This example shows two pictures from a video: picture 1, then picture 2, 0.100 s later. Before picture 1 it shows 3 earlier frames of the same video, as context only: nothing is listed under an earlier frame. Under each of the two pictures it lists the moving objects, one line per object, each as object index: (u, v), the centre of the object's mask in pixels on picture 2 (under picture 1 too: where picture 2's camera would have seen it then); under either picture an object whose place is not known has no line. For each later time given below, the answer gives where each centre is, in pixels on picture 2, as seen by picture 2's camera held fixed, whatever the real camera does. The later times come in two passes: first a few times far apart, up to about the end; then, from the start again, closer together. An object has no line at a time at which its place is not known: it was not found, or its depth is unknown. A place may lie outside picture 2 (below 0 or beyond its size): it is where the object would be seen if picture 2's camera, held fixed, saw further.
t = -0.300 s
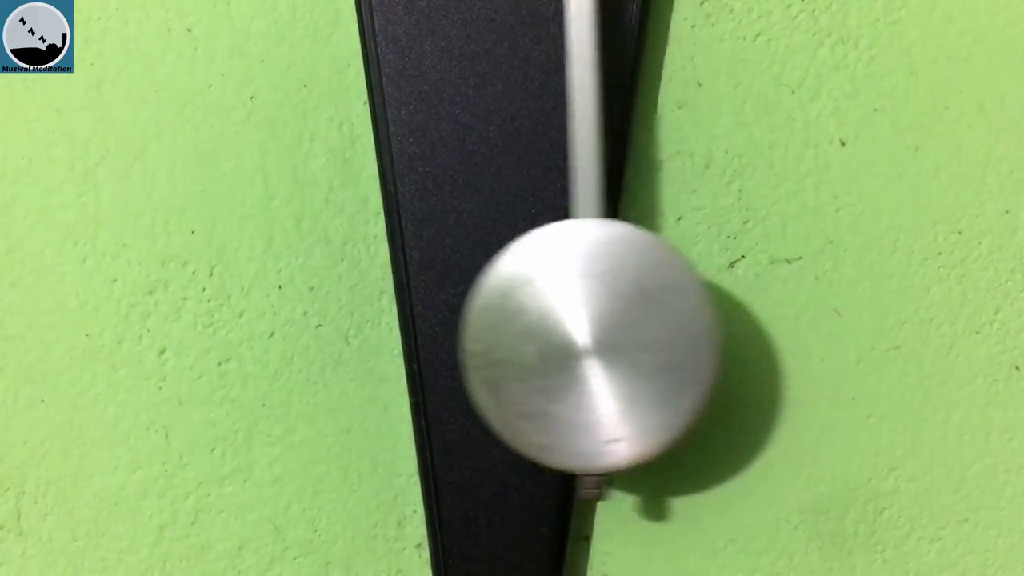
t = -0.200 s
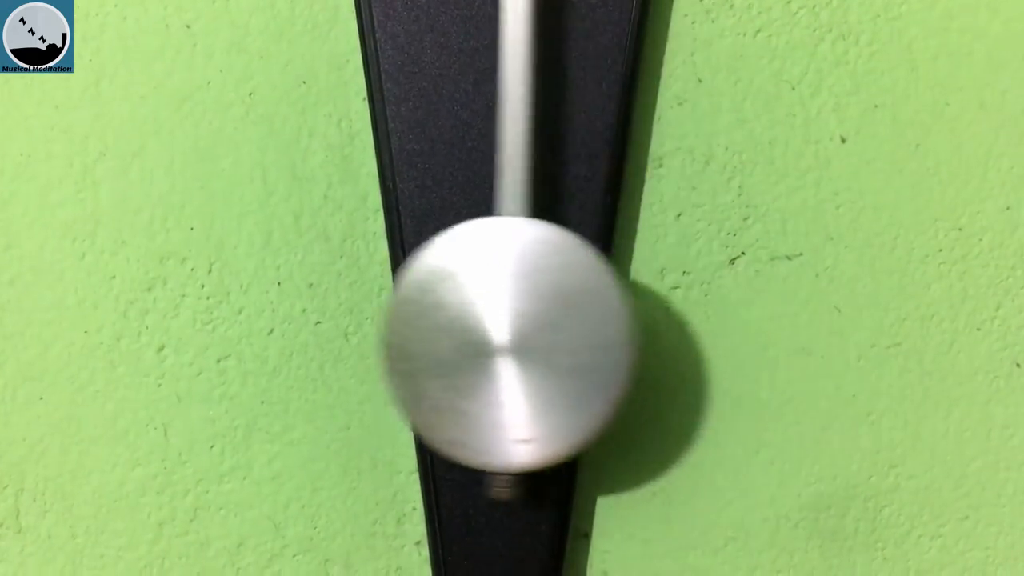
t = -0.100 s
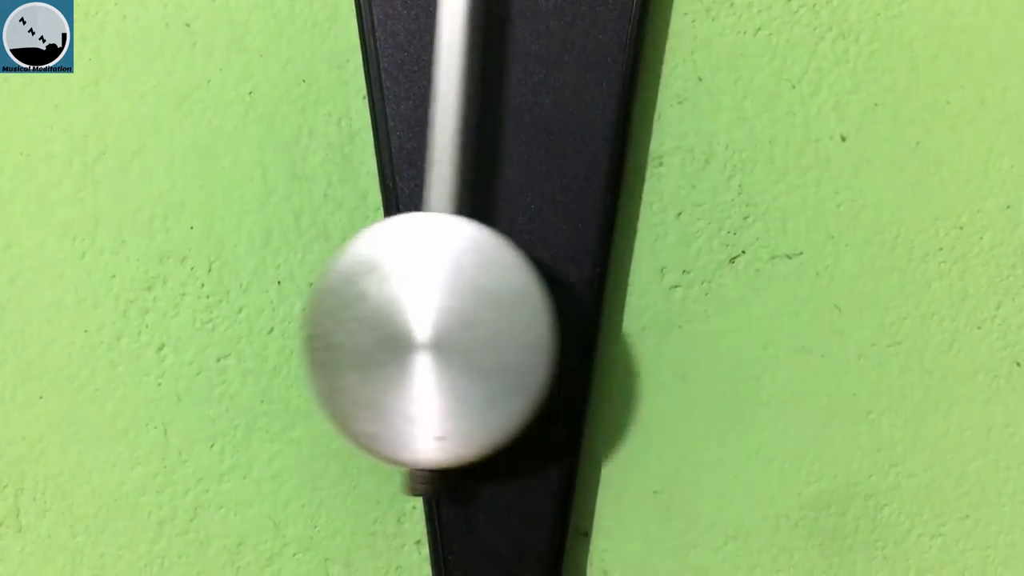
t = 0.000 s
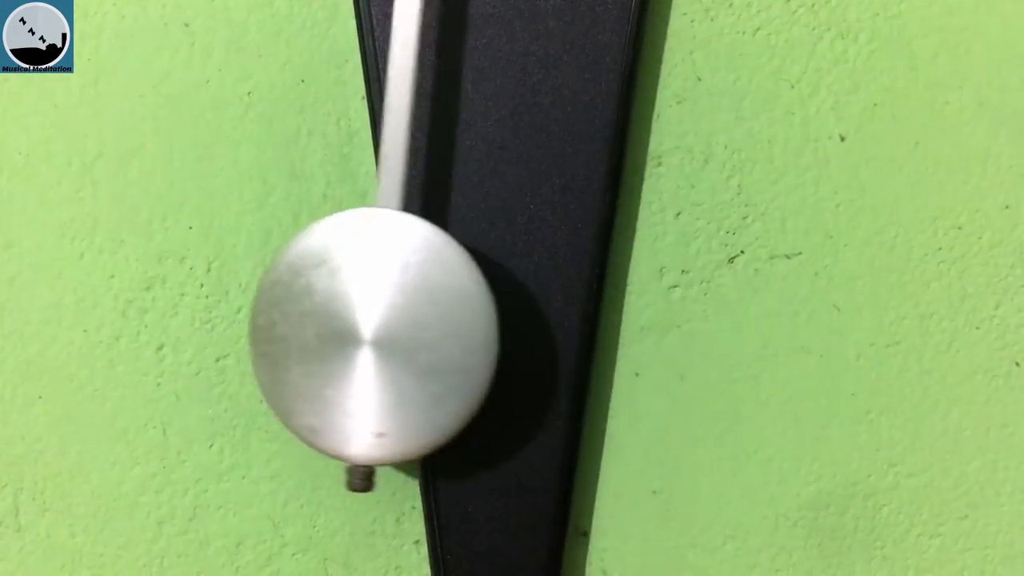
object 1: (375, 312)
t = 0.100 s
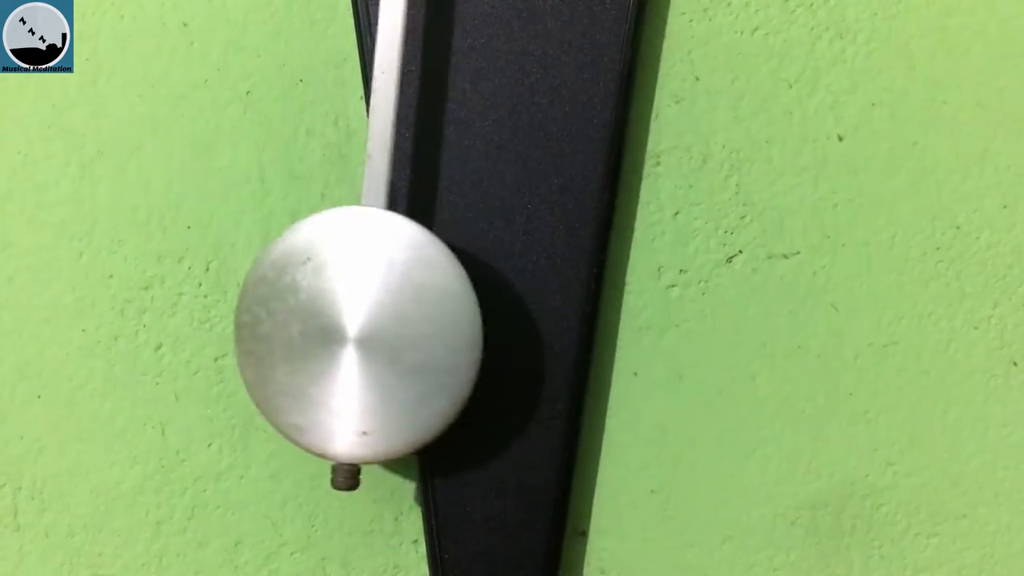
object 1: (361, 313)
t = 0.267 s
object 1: (434, 311)
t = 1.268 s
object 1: (362, 311)
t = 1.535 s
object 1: (510, 310)
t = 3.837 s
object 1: (470, 309)
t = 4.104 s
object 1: (653, 311)
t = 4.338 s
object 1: (626, 312)
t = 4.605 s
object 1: (432, 312)
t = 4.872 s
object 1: (394, 310)
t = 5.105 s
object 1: (548, 315)
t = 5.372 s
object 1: (668, 316)
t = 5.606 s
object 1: (554, 314)
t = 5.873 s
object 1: (382, 314)
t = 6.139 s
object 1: (442, 316)
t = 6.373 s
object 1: (613, 315)
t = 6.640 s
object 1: (641, 315)
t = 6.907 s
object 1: (460, 313)
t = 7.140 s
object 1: (376, 316)
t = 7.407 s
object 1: (516, 317)
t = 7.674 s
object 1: (661, 317)
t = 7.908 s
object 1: (584, 318)
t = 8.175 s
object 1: (404, 317)
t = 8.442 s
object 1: (418, 319)
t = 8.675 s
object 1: (581, 317)
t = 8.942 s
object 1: (654, 315)
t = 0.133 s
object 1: (367, 313)
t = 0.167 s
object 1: (377, 313)
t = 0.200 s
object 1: (393, 313)
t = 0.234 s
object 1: (412, 312)
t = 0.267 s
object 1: (434, 311)
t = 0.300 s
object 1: (459, 313)
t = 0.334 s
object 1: (486, 313)
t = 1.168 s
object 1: (379, 311)
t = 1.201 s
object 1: (368, 310)
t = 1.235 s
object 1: (363, 311)
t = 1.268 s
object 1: (362, 311)
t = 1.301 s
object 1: (367, 310)
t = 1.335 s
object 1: (377, 311)
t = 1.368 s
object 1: (391, 310)
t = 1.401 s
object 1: (410, 311)
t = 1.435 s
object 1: (433, 309)
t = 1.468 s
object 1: (457, 310)
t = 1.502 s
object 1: (482, 311)
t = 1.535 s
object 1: (510, 310)
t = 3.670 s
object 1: (372, 311)
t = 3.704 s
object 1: (384, 311)
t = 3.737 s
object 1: (400, 311)
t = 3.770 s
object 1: (421, 311)
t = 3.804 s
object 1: (444, 310)
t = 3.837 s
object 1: (470, 309)
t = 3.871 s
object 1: (496, 310)
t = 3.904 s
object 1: (521, 310)
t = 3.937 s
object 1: (548, 311)
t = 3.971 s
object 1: (573, 310)
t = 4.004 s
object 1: (597, 310)
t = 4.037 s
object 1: (619, 311)
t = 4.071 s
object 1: (637, 310)
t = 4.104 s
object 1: (653, 311)
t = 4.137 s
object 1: (663, 311)
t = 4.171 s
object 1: (669, 311)
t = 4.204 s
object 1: (670, 311)
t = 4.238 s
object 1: (666, 311)
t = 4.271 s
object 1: (657, 312)
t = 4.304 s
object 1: (643, 312)
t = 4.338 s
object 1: (626, 312)
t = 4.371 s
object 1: (604, 313)
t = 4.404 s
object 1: (581, 312)
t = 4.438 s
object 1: (556, 313)
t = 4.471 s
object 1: (530, 313)
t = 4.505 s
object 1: (506, 312)
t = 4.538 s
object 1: (479, 312)
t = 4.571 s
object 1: (455, 312)
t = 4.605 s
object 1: (432, 312)
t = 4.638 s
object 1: (412, 312)
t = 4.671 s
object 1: (395, 313)
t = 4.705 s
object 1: (383, 313)
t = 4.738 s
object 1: (376, 313)
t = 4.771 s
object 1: (373, 312)
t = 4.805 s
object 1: (375, 312)
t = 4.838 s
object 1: (382, 312)
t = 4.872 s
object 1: (394, 310)
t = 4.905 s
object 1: (409, 310)
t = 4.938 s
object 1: (428, 311)
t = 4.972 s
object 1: (450, 311)
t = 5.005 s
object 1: (473, 313)
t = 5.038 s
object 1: (498, 313)
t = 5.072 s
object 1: (523, 314)
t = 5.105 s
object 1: (548, 315)
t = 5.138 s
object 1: (573, 315)
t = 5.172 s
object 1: (597, 315)
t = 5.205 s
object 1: (618, 315)
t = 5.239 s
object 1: (637, 315)
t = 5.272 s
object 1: (651, 316)
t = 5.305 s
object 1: (661, 316)
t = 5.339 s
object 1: (667, 316)
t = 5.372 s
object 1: (668, 316)
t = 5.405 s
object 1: (664, 316)
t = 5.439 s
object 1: (654, 316)
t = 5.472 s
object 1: (641, 316)
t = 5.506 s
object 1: (623, 315)
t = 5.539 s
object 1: (603, 314)
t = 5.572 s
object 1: (579, 315)
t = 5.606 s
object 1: (554, 314)
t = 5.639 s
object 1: (529, 314)
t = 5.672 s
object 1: (505, 313)
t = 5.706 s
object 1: (480, 313)
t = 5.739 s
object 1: (456, 313)
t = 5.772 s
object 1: (433, 312)
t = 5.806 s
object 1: (413, 310)
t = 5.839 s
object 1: (396, 314)
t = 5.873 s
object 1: (382, 314)
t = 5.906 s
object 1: (374, 315)
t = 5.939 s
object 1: (370, 315)
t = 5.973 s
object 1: (370, 314)
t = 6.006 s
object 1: (376, 315)
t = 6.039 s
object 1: (387, 315)
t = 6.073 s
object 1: (401, 315)
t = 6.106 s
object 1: (420, 316)
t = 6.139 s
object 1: (442, 316)
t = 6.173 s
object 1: (466, 316)
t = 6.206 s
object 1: (491, 317)
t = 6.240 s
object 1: (517, 316)
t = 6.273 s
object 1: (542, 317)
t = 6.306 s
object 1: (568, 315)
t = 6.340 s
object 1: (591, 315)
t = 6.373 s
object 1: (613, 315)
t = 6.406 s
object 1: (632, 315)
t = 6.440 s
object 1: (647, 315)
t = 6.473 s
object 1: (658, 314)
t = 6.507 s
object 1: (664, 314)
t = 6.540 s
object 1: (665, 314)
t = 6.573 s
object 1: (662, 314)
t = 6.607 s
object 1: (654, 314)
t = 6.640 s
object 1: (641, 315)
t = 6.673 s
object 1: (625, 314)
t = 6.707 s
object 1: (605, 314)
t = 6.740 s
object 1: (583, 314)
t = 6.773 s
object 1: (559, 315)
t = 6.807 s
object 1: (533, 315)
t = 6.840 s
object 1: (509, 315)
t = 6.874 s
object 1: (484, 314)
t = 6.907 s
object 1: (460, 313)
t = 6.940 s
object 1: (438, 313)
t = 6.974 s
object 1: (417, 314)
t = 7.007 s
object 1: (401, 314)
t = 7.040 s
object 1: (388, 314)
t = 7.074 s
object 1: (379, 316)
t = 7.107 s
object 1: (375, 316)
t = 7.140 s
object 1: (376, 316)
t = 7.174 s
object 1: (381, 316)
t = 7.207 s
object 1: (391, 317)
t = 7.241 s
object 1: (405, 316)
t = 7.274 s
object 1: (423, 316)
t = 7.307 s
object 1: (443, 318)
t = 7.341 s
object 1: (467, 317)
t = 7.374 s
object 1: (491, 318)
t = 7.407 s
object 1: (516, 317)
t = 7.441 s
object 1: (541, 317)
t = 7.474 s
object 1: (565, 318)
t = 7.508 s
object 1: (589, 317)
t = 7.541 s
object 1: (610, 317)
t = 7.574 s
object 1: (629, 317)
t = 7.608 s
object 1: (644, 317)
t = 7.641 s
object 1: (655, 317)
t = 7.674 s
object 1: (661, 317)
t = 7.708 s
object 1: (663, 317)
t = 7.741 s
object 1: (660, 318)
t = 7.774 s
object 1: (653, 318)
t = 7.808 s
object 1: (641, 318)
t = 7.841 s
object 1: (624, 318)
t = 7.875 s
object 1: (606, 319)
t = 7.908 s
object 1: (584, 318)
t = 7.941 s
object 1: (560, 318)
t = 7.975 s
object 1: (536, 319)
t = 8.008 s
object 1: (512, 318)
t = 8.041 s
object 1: (488, 318)
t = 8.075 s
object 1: (464, 318)
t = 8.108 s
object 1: (441, 316)
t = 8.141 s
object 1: (422, 317)
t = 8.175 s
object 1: (404, 317)
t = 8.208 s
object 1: (390, 317)
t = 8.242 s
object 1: (381, 318)
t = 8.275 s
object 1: (376, 318)
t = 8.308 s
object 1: (375, 319)
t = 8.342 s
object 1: (379, 319)
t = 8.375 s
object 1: (388, 319)
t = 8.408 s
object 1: (401, 318)
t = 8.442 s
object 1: (418, 319)
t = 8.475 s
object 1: (438, 319)
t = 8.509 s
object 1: (460, 319)
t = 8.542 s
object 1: (484, 320)
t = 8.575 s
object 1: (509, 319)
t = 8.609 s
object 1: (533, 320)
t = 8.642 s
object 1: (558, 317)
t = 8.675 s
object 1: (581, 317)
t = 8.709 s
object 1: (603, 317)
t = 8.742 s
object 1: (622, 317)
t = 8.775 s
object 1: (638, 316)
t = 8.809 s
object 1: (650, 316)
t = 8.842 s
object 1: (658, 316)
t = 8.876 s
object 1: (661, 315)
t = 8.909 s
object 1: (660, 315)
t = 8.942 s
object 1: (654, 315)
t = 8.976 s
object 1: (643, 315)
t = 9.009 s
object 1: (629, 315)
